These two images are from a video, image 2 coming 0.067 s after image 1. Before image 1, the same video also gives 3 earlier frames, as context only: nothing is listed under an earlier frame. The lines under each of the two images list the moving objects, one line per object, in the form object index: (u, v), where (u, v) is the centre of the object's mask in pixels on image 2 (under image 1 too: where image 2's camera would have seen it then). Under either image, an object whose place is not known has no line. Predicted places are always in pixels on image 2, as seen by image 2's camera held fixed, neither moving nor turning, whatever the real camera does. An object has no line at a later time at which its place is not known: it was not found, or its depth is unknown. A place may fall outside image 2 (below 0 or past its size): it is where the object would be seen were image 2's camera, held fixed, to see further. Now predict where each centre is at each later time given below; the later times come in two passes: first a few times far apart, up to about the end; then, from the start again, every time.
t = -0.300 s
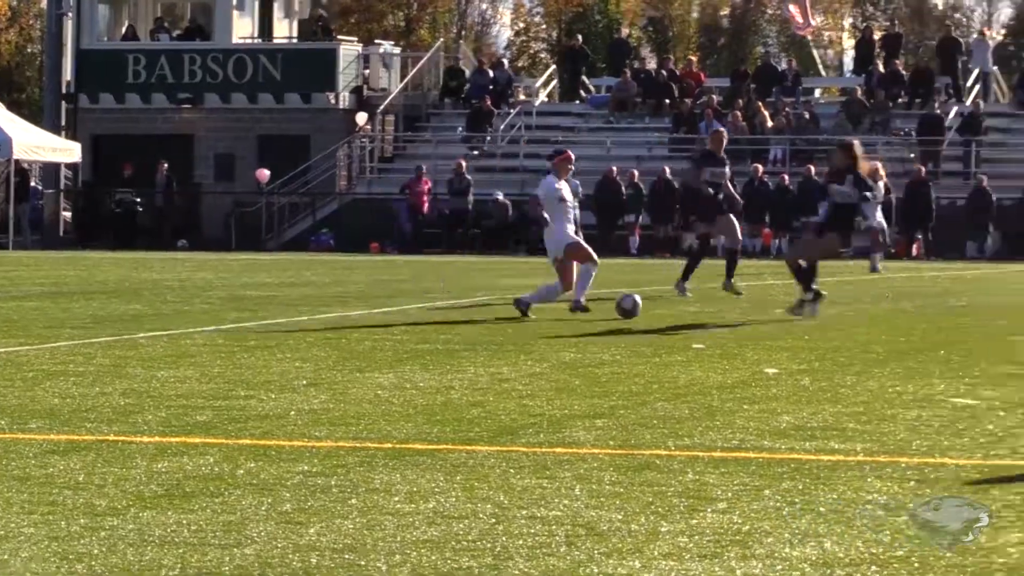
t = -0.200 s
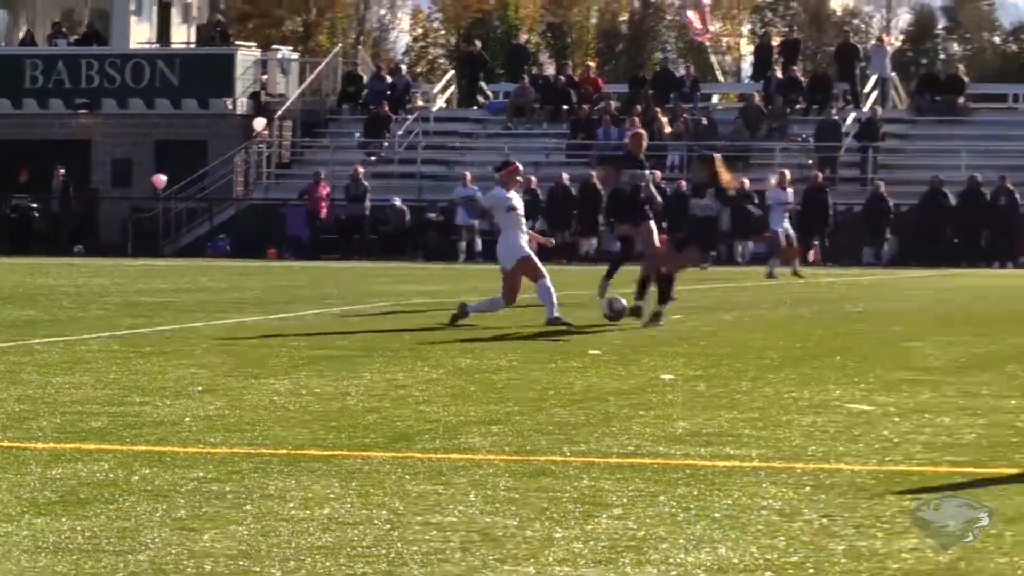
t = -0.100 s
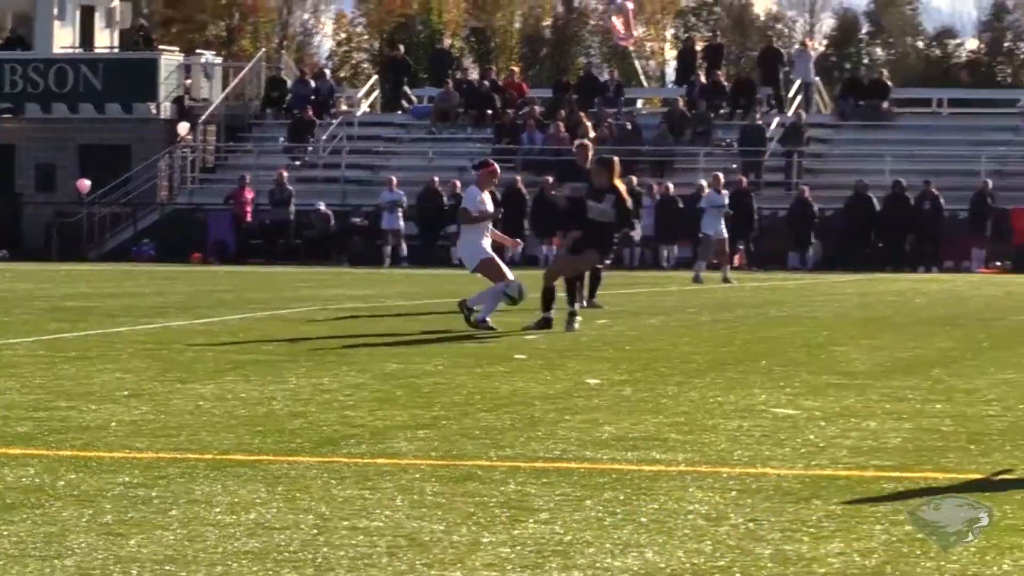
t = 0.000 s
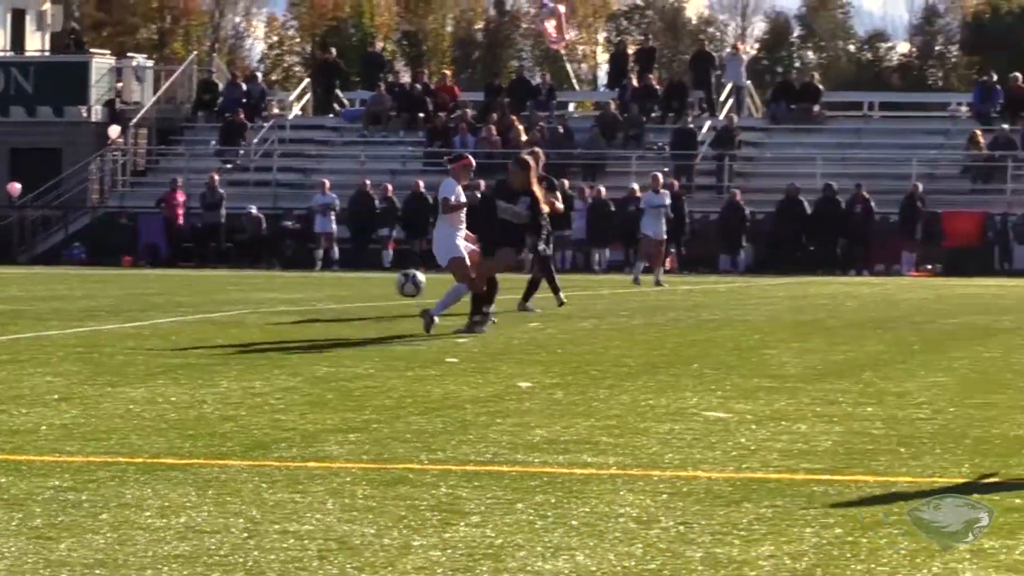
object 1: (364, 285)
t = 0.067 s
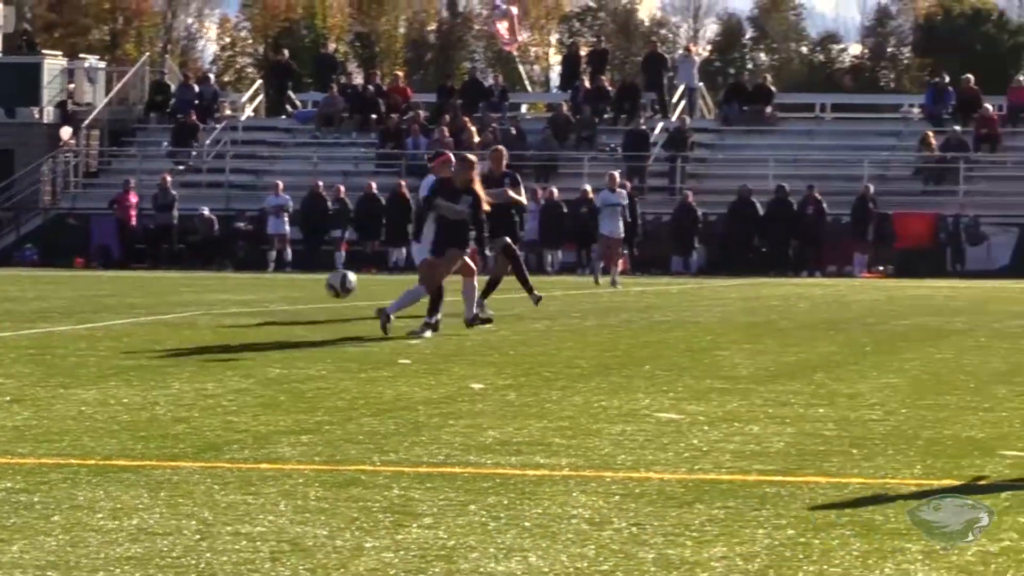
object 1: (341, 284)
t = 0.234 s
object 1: (291, 307)
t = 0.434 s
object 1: (244, 354)
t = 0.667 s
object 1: (213, 359)
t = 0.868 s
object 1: (204, 381)
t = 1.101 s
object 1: (216, 399)
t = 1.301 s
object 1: (230, 416)
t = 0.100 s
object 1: (330, 285)
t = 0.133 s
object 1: (320, 288)
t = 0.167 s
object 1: (310, 293)
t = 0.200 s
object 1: (300, 299)
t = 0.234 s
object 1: (291, 307)
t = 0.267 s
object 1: (283, 317)
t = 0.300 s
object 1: (273, 329)
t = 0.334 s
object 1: (265, 342)
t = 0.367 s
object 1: (256, 358)
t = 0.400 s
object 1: (249, 361)
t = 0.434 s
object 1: (244, 354)
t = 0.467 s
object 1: (239, 348)
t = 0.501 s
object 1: (235, 346)
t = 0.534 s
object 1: (230, 345)
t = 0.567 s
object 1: (225, 345)
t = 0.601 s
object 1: (221, 347)
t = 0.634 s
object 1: (217, 352)
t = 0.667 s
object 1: (213, 359)
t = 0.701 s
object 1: (209, 368)
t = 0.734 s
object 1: (205, 379)
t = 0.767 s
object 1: (203, 393)
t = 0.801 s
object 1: (202, 395)
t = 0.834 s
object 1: (203, 387)
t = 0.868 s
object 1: (204, 381)
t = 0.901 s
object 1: (205, 376)
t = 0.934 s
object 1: (207, 375)
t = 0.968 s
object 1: (208, 375)
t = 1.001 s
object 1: (209, 377)
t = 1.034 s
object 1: (212, 382)
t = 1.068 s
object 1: (214, 389)
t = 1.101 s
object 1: (216, 399)
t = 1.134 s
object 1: (218, 412)
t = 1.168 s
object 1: (221, 427)
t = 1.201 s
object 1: (222, 425)
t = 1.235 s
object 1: (225, 420)
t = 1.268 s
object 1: (227, 417)
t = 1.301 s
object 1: (230, 416)
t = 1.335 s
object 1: (233, 419)
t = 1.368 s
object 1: (236, 423)
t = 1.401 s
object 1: (239, 431)
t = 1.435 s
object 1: (242, 441)
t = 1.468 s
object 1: (247, 455)
